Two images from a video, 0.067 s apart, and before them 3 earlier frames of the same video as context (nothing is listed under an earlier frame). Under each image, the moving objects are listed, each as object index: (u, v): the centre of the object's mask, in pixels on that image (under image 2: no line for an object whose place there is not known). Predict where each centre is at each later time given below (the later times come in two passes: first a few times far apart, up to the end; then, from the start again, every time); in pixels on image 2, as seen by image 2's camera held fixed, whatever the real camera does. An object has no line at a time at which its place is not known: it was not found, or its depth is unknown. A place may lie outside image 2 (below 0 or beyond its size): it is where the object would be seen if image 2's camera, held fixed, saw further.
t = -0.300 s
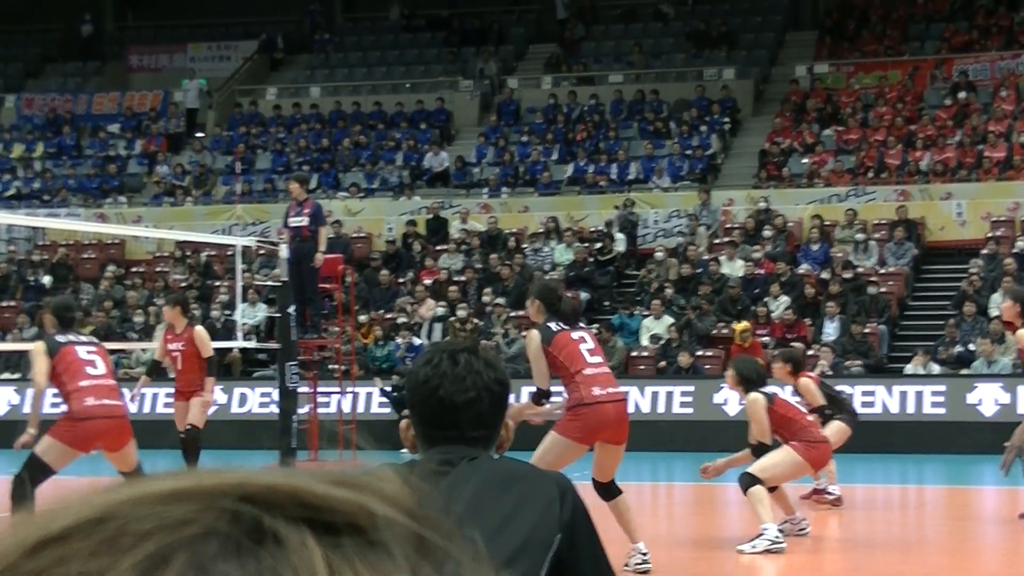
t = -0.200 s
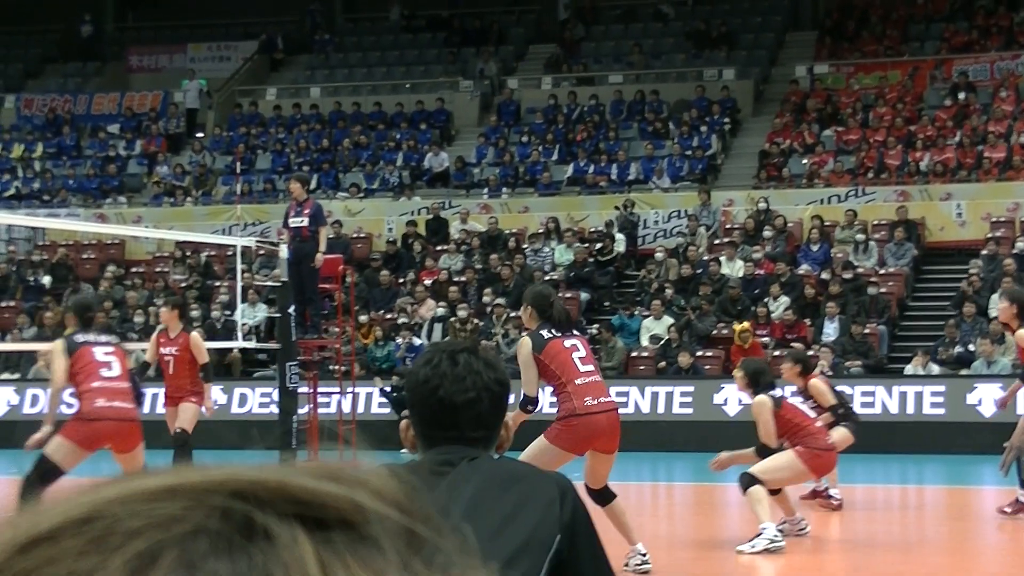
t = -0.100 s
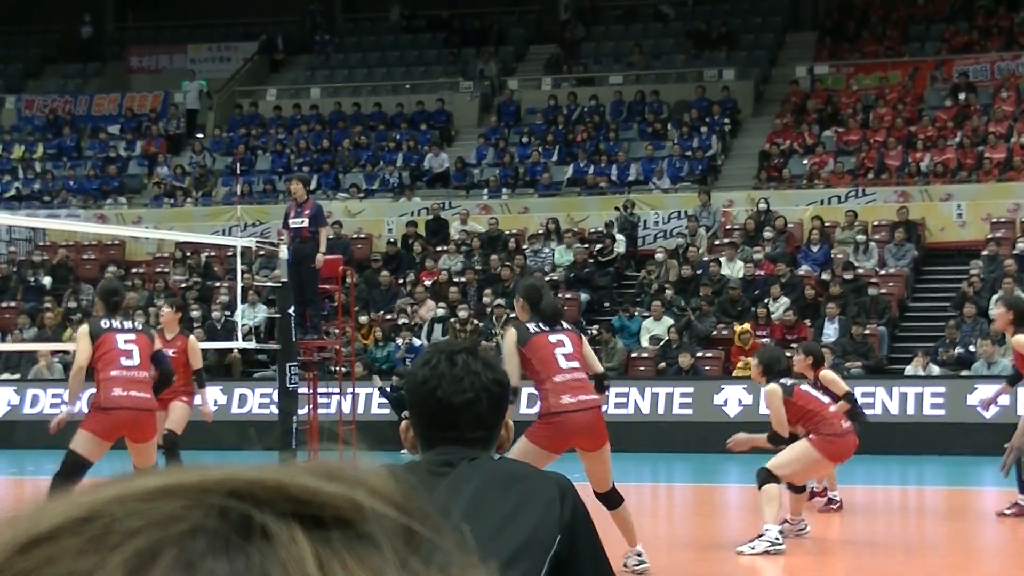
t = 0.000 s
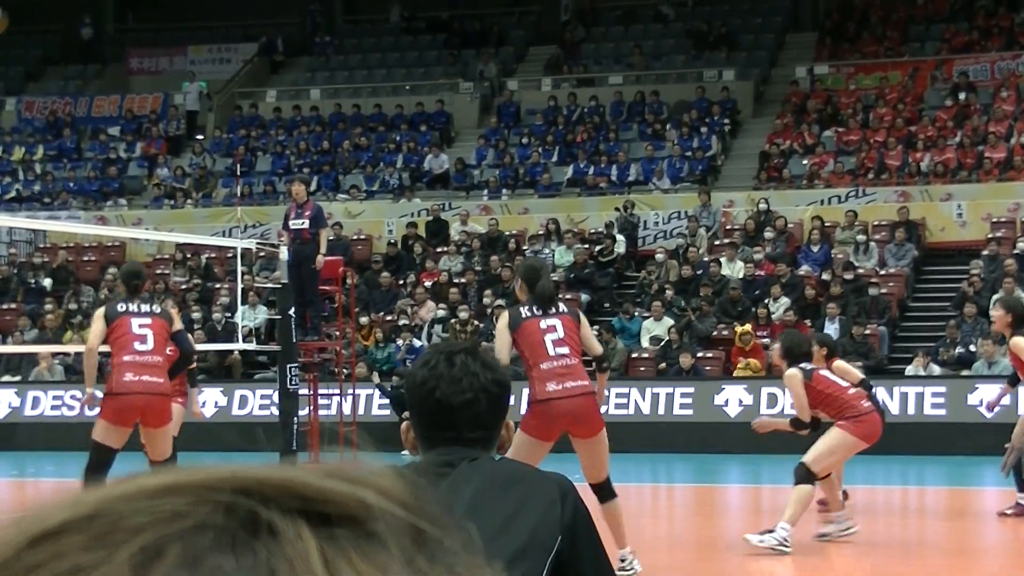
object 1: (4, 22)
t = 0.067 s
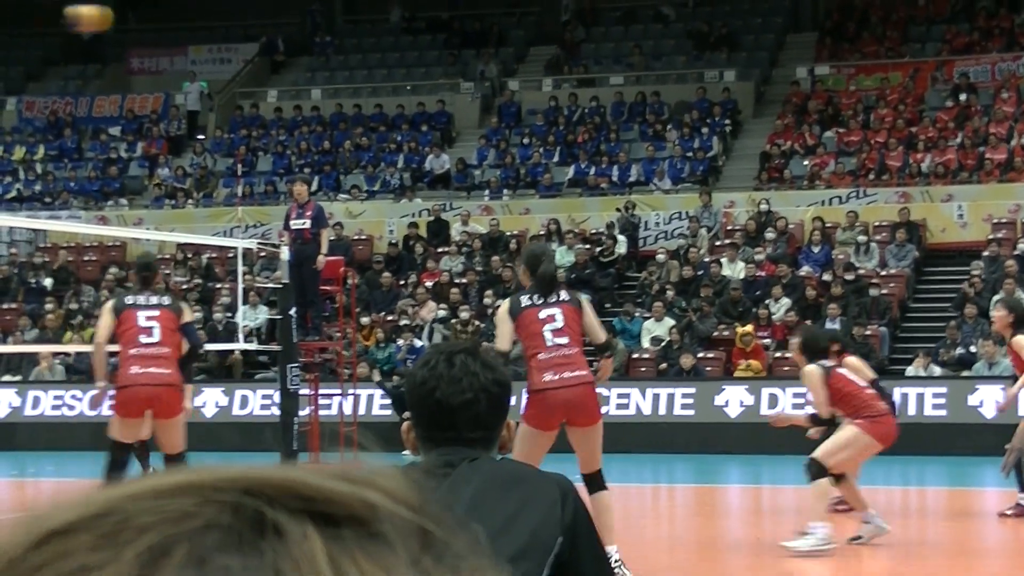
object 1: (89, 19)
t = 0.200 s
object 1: (311, 27)
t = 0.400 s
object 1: (703, 84)
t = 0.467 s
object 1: (850, 120)
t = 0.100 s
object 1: (142, 19)
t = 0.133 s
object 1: (196, 21)
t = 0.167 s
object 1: (253, 23)
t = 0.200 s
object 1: (311, 27)
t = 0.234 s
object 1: (371, 31)
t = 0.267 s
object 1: (433, 38)
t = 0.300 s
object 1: (497, 47)
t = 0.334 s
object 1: (563, 57)
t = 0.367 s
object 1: (631, 68)
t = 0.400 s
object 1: (703, 84)
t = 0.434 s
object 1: (776, 102)
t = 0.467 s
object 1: (850, 120)
